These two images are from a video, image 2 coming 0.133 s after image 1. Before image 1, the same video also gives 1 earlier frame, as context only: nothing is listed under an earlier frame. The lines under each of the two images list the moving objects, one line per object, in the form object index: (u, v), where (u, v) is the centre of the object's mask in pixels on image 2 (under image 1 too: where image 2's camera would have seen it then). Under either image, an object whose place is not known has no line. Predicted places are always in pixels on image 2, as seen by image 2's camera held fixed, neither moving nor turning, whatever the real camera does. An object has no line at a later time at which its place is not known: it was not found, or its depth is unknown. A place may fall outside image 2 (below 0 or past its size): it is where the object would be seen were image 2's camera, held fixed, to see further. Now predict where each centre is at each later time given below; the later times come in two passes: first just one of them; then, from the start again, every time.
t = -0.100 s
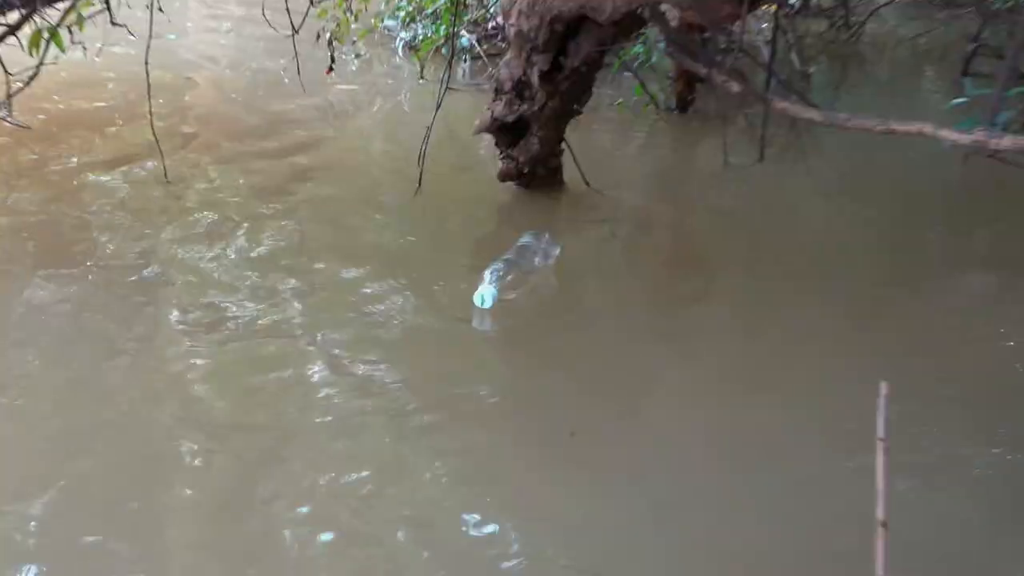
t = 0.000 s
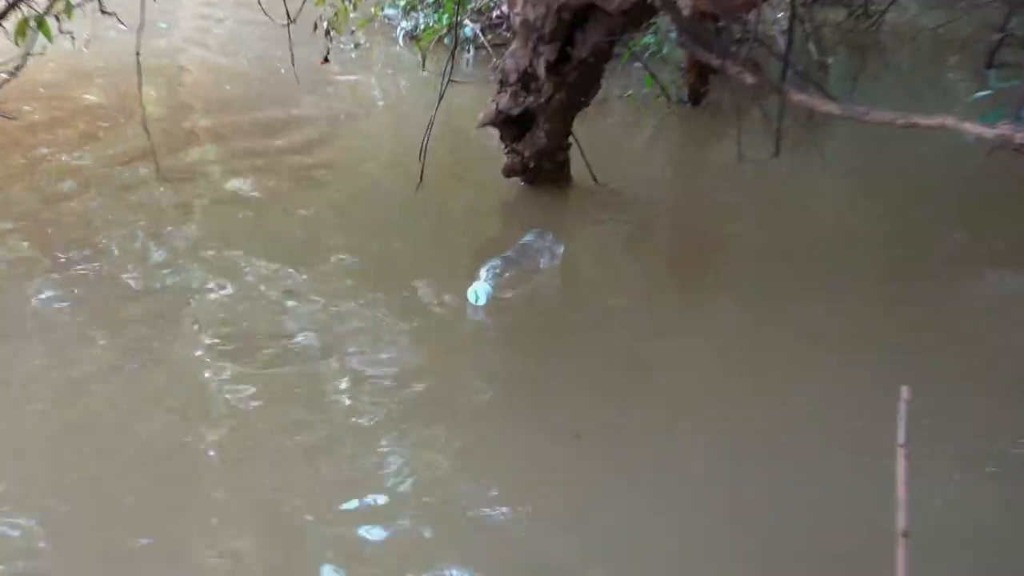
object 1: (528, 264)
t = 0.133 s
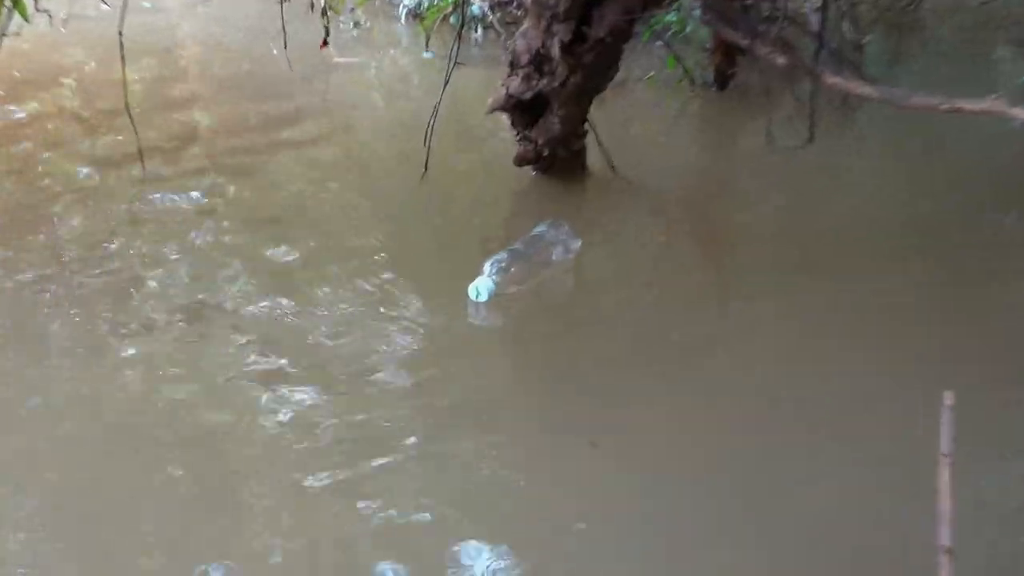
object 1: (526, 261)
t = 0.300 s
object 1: (522, 258)
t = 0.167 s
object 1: (526, 261)
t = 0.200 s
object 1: (525, 260)
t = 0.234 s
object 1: (524, 259)
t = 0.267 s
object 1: (523, 258)
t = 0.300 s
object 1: (522, 258)
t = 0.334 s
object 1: (520, 258)
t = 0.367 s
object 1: (521, 258)
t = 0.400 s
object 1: (520, 258)
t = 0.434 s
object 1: (519, 257)
